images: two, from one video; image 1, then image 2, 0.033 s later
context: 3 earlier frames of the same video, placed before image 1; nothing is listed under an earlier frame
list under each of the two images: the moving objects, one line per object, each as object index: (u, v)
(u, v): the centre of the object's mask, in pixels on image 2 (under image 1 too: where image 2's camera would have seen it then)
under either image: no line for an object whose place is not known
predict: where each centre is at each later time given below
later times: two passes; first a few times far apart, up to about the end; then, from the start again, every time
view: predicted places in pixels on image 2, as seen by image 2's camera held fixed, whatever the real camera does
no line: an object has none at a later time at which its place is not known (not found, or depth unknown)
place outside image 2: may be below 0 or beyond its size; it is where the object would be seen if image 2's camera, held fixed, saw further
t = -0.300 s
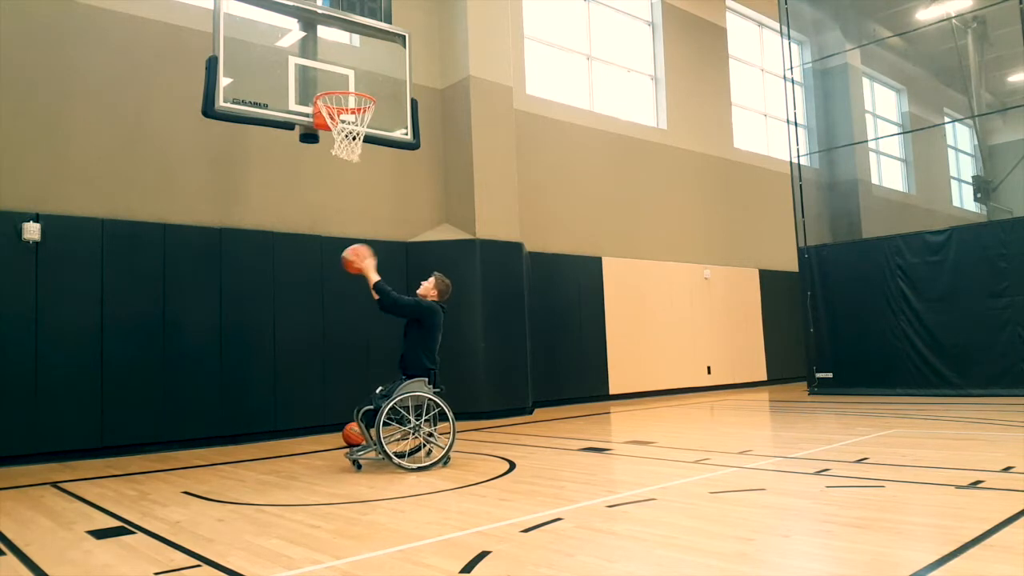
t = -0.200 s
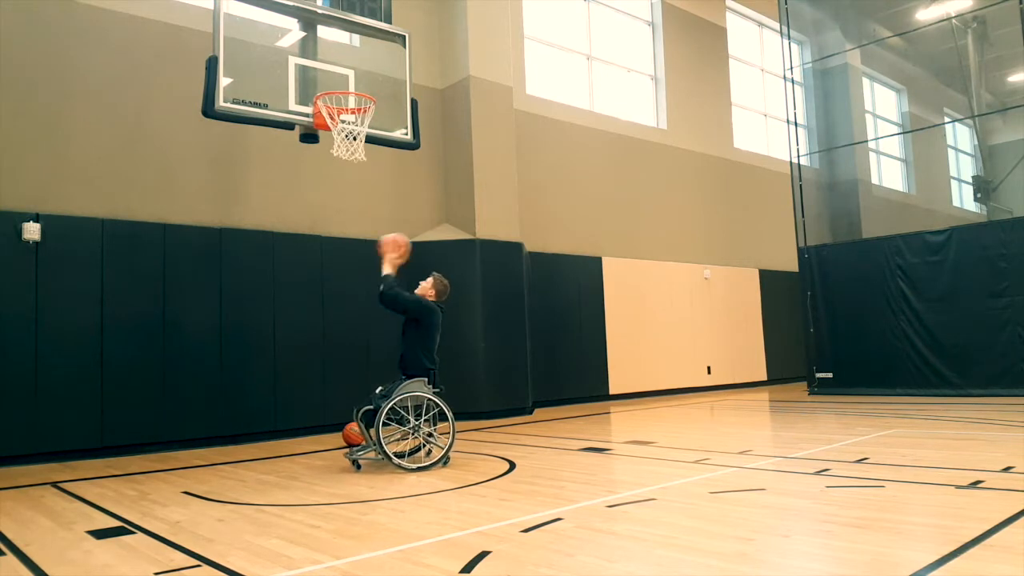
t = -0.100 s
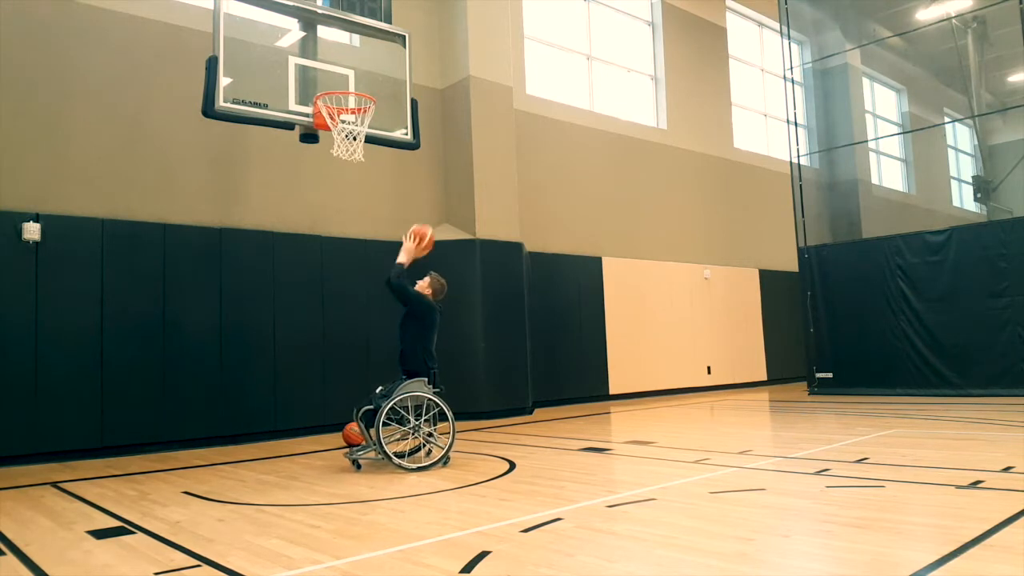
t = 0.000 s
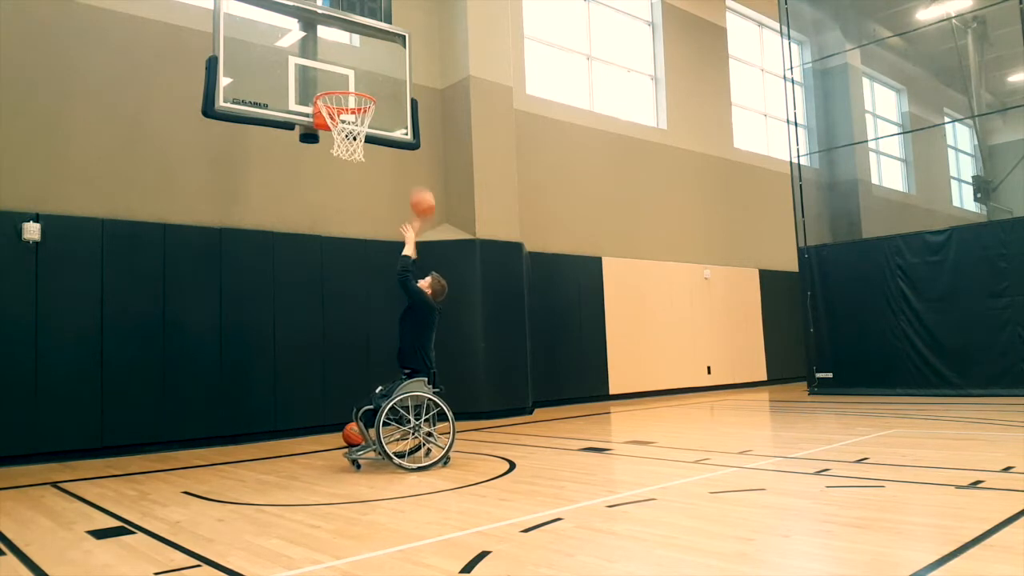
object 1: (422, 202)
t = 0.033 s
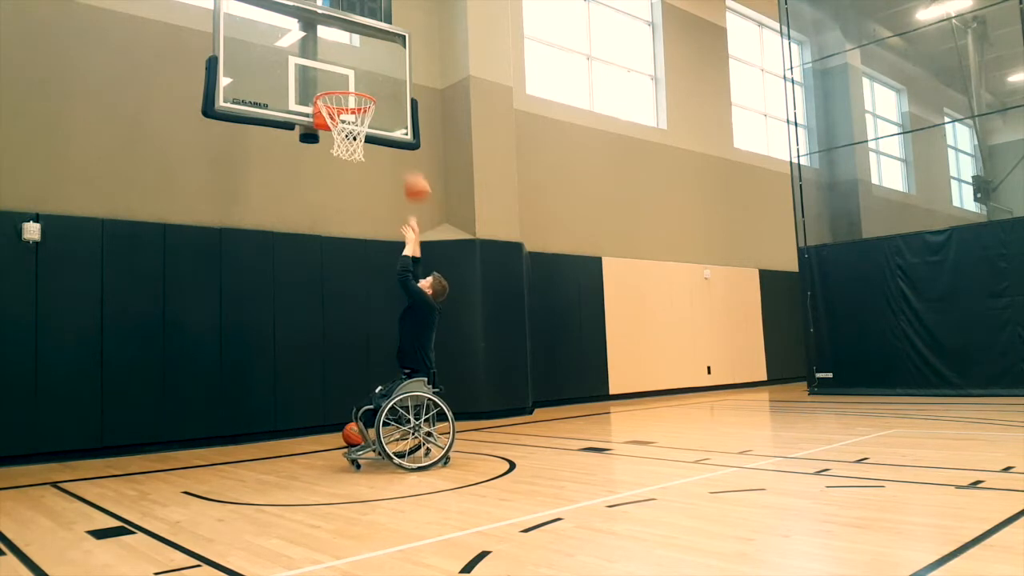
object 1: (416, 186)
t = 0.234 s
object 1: (382, 114)
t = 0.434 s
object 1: (359, 83)
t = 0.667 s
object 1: (356, 112)
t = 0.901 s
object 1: (352, 184)
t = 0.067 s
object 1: (409, 170)
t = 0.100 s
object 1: (403, 157)
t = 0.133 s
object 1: (397, 146)
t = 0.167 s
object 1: (390, 132)
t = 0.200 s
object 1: (384, 121)
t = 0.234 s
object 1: (382, 114)
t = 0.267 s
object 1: (377, 103)
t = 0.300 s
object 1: (365, 95)
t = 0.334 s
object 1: (361, 90)
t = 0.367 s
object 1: (361, 85)
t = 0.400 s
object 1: (360, 84)
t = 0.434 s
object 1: (359, 83)
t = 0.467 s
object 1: (359, 83)
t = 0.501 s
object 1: (359, 84)
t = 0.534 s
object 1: (358, 84)
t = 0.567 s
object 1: (358, 86)
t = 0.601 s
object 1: (358, 92)
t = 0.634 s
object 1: (356, 106)
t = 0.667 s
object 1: (356, 112)
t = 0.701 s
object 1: (355, 123)
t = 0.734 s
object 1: (353, 131)
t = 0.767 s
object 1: (353, 139)
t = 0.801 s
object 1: (353, 150)
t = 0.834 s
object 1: (352, 160)
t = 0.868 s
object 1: (352, 171)
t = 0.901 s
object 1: (352, 184)
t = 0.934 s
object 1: (352, 199)
